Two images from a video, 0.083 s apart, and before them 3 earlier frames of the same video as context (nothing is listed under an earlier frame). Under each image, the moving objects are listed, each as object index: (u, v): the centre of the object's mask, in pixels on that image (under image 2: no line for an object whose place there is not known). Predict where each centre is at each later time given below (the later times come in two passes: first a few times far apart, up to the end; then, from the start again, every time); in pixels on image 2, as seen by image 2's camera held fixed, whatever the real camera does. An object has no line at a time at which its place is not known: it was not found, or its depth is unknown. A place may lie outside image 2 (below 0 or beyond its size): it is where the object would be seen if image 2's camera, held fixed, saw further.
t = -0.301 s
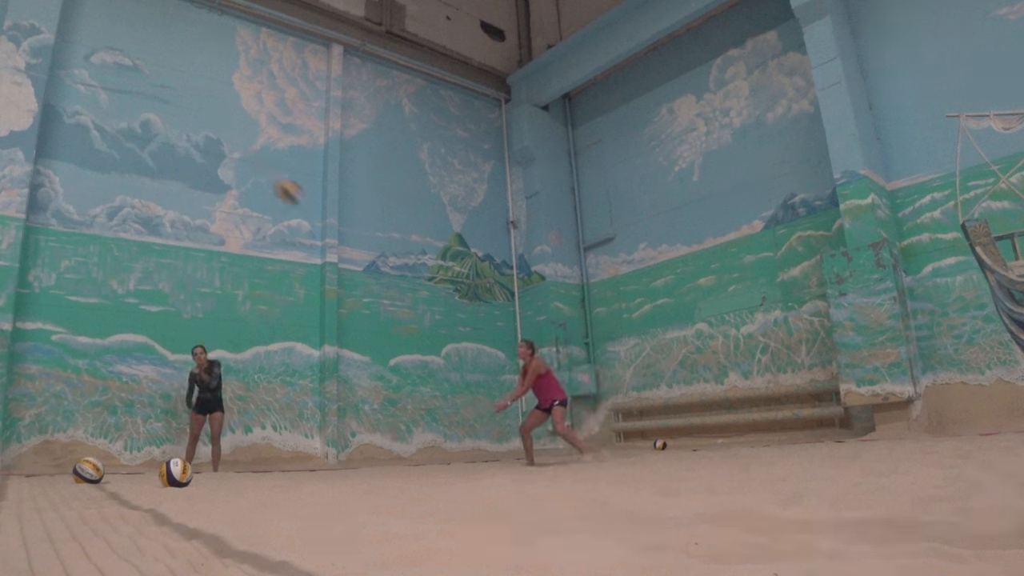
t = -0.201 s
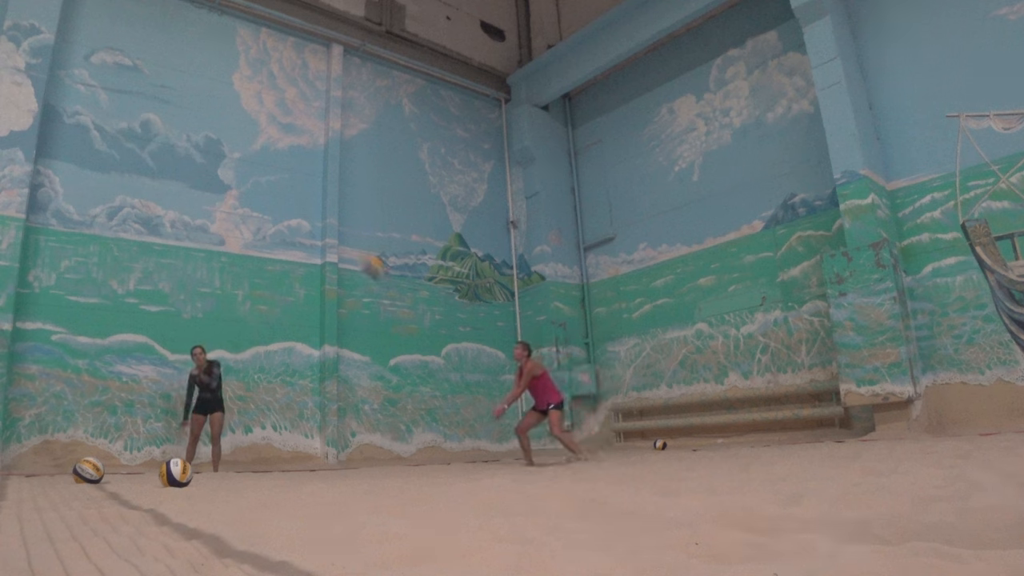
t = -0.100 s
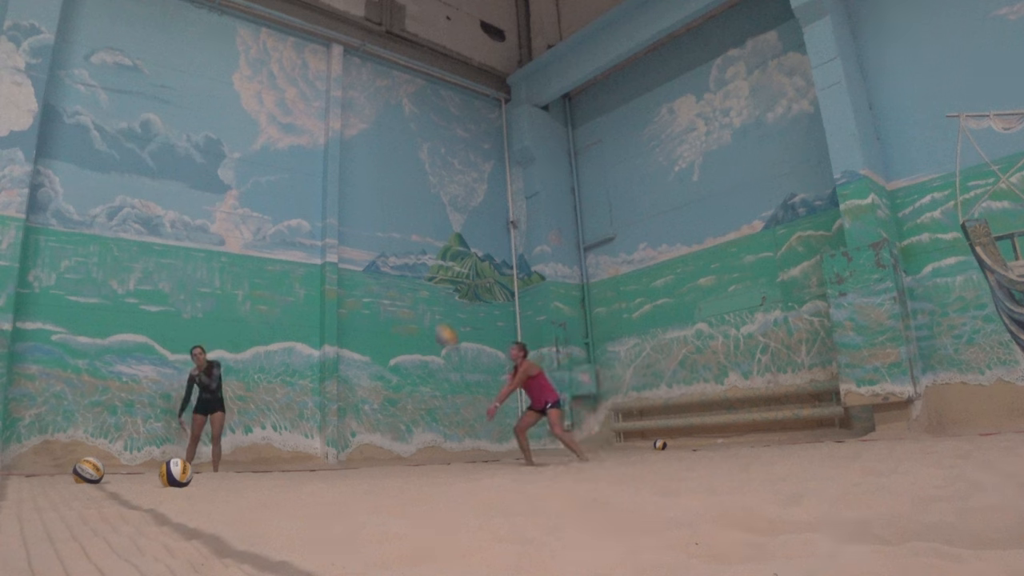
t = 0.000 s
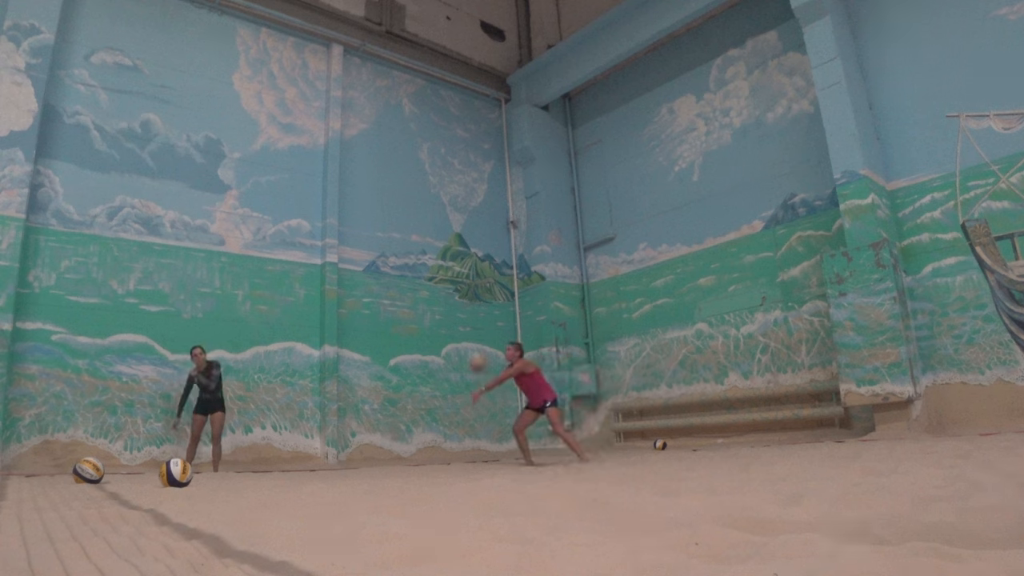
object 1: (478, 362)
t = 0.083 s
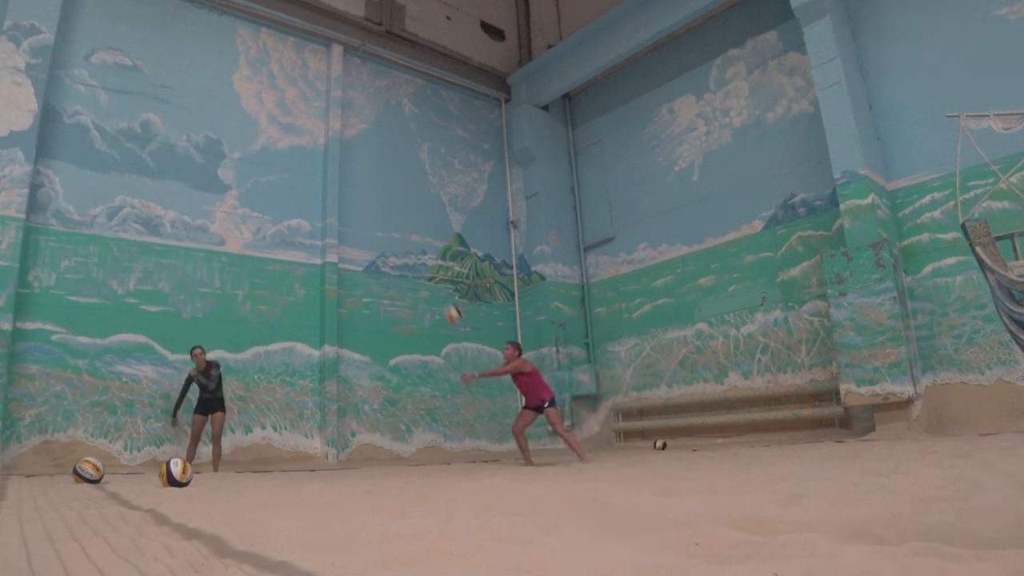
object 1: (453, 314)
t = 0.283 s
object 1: (397, 222)
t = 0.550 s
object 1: (326, 158)
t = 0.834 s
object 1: (246, 154)
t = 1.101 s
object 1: (163, 217)
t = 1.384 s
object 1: (62, 376)
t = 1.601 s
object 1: (25, 433)
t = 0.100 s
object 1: (447, 303)
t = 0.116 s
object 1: (443, 294)
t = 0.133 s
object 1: (438, 287)
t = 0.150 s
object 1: (433, 279)
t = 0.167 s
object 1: (428, 269)
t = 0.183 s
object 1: (425, 263)
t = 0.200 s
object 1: (419, 256)
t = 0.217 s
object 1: (416, 249)
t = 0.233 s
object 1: (411, 243)
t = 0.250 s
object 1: (405, 236)
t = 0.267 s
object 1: (401, 229)
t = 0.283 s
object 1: (397, 222)
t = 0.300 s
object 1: (393, 216)
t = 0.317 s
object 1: (387, 211)
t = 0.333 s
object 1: (383, 206)
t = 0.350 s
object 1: (378, 200)
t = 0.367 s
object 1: (374, 196)
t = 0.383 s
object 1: (370, 191)
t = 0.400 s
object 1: (366, 187)
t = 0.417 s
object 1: (362, 182)
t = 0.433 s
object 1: (357, 178)
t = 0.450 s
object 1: (352, 175)
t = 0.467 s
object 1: (348, 170)
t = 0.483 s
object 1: (343, 167)
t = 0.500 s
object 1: (339, 165)
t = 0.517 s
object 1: (335, 163)
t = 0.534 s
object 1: (330, 161)
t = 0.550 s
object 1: (326, 158)
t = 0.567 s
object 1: (321, 155)
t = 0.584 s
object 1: (317, 154)
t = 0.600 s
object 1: (311, 152)
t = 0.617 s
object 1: (307, 151)
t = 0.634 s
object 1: (303, 149)
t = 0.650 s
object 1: (299, 149)
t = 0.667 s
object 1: (294, 148)
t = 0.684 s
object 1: (289, 148)
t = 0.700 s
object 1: (284, 147)
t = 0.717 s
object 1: (280, 147)
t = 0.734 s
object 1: (275, 148)
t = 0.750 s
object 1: (270, 148)
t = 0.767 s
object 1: (266, 148)
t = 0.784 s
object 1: (261, 149)
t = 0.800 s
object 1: (256, 151)
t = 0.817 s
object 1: (252, 152)
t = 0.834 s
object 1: (246, 154)
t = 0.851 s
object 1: (241, 156)
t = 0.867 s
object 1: (236, 158)
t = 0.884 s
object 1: (231, 161)
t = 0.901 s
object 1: (226, 163)
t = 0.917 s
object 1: (221, 166)
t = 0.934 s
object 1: (216, 169)
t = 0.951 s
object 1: (211, 173)
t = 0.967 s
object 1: (205, 176)
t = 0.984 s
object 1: (201, 181)
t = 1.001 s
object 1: (194, 185)
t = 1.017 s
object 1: (189, 190)
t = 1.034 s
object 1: (184, 195)
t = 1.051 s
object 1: (179, 199)
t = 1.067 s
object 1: (173, 205)
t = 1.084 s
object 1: (167, 212)
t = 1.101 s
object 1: (163, 217)
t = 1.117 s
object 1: (157, 224)
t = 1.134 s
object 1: (151, 231)
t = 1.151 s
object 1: (145, 240)
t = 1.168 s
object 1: (139, 247)
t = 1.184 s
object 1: (133, 254)
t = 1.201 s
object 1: (127, 262)
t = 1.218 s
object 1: (121, 272)
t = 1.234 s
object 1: (115, 280)
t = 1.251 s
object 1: (109, 289)
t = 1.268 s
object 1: (103, 297)
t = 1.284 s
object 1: (98, 308)
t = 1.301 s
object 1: (91, 317)
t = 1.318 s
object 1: (85, 327)
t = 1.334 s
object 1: (80, 339)
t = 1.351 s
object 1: (74, 350)
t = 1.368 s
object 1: (68, 361)
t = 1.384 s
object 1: (62, 376)
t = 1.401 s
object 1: (55, 388)
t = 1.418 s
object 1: (49, 401)
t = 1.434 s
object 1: (42, 413)
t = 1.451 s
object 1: (38, 428)
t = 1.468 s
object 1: (27, 444)
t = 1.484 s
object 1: (23, 462)
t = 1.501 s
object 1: (20, 465)
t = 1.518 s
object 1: (20, 463)
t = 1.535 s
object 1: (21, 456)
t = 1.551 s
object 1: (21, 449)
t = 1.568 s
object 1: (23, 444)
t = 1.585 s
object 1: (24, 438)
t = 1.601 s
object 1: (25, 433)
